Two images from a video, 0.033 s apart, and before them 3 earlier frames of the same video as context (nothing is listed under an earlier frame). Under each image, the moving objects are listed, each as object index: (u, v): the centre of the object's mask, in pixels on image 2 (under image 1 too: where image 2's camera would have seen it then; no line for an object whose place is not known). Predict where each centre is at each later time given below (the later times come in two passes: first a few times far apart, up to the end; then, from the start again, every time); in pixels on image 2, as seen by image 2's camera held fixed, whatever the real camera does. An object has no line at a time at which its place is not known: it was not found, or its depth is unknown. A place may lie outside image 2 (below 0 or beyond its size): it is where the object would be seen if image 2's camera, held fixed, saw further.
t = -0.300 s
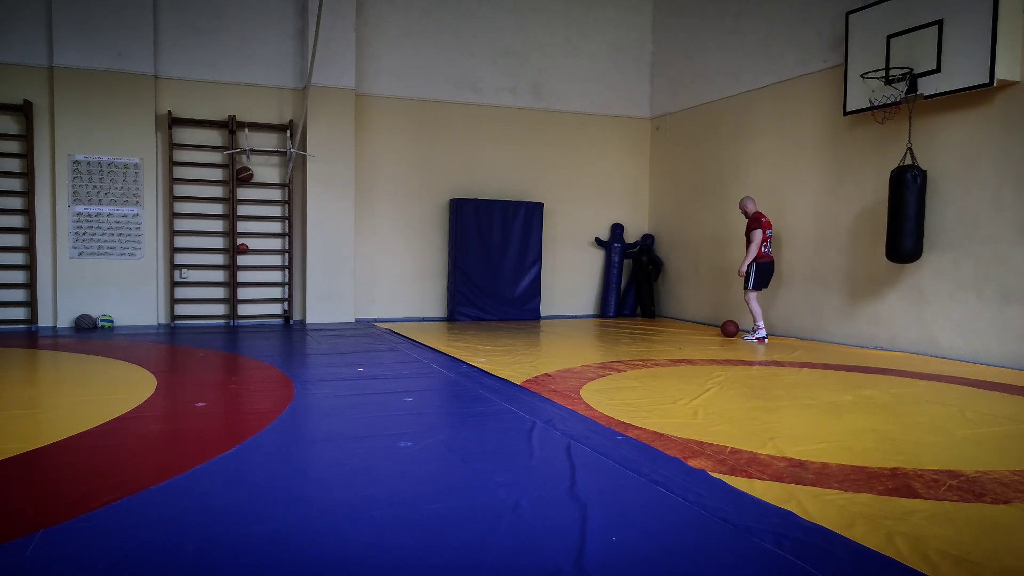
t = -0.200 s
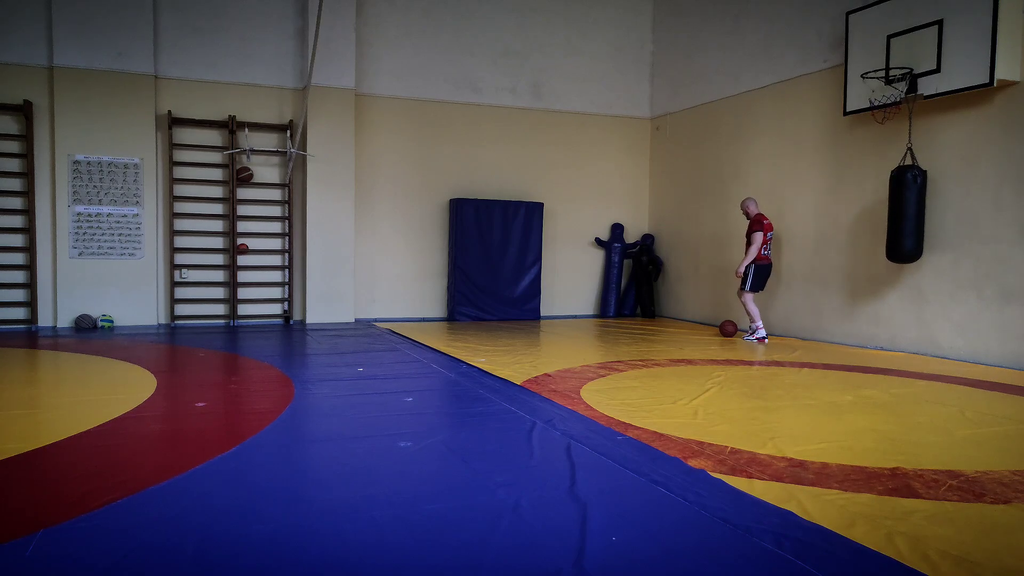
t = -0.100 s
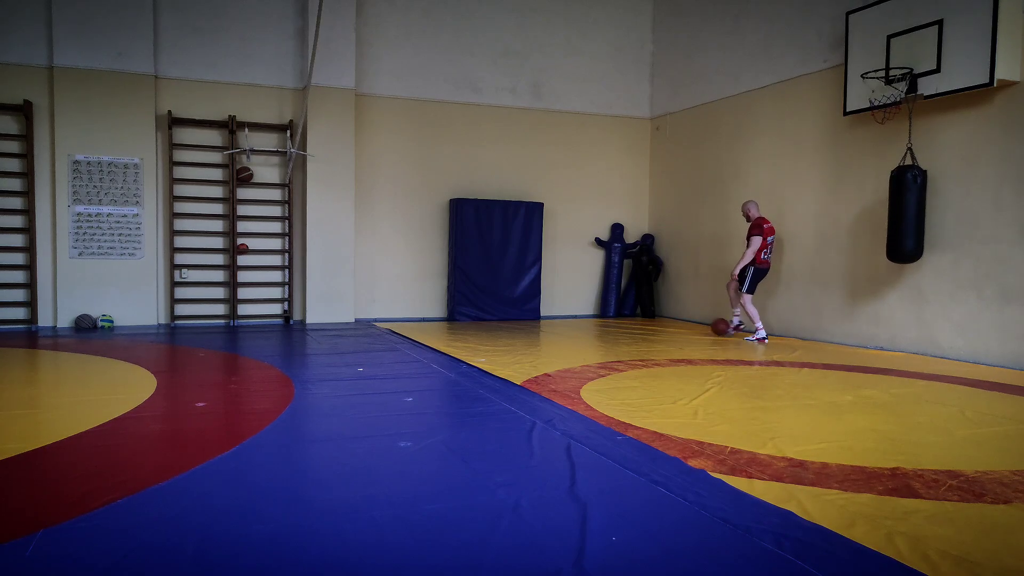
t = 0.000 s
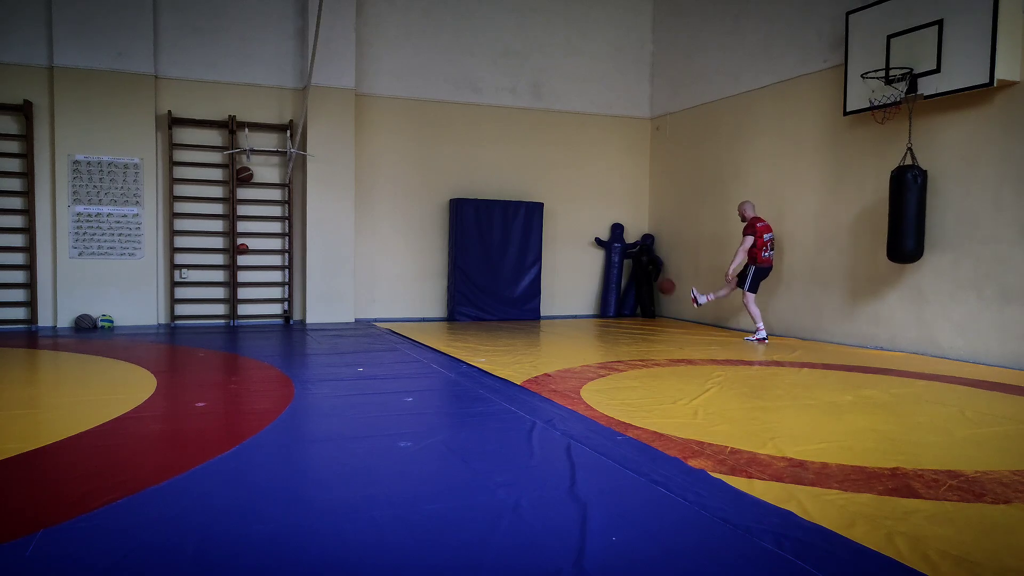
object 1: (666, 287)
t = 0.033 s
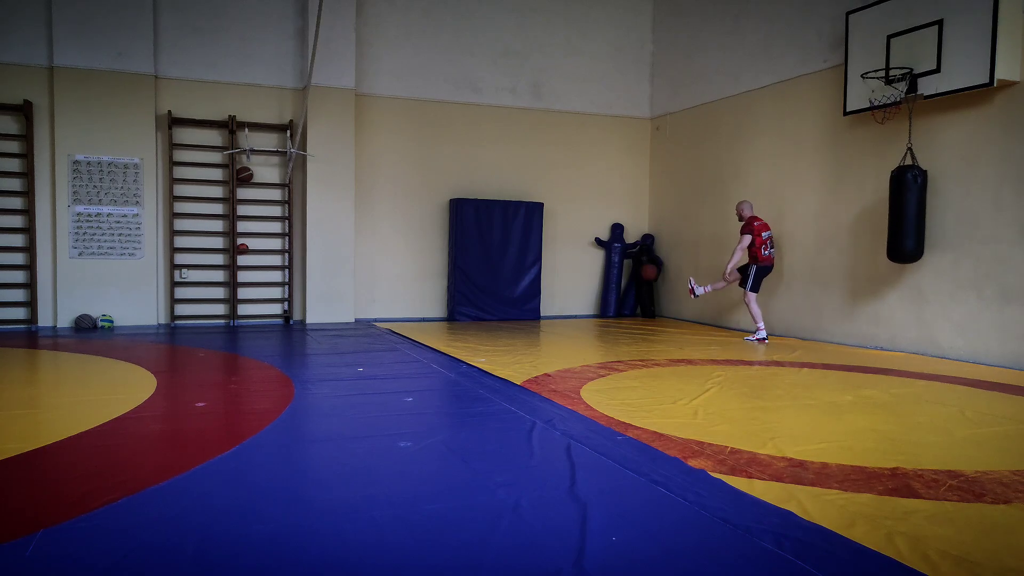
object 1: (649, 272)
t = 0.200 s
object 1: (568, 216)
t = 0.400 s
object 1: (482, 179)
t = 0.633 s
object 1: (446, 163)
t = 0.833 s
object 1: (424, 176)
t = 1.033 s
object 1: (397, 222)
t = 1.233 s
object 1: (361, 315)
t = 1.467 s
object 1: (334, 273)
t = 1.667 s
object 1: (312, 232)
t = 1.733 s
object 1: (304, 226)
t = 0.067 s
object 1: (632, 259)
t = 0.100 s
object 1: (615, 246)
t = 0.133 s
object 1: (599, 235)
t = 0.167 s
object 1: (583, 225)
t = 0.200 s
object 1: (568, 216)
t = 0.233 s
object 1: (553, 207)
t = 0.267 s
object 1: (538, 199)
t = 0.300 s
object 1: (523, 194)
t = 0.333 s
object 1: (509, 188)
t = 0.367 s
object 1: (495, 183)
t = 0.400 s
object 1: (482, 179)
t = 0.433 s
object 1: (468, 176)
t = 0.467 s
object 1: (461, 173)
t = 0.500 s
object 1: (458, 170)
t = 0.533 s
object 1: (455, 167)
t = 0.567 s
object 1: (452, 165)
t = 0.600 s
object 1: (449, 164)
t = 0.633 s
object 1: (446, 163)
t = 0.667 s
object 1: (443, 163)
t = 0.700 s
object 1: (439, 164)
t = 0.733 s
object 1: (436, 166)
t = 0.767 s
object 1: (432, 168)
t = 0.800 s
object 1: (428, 172)
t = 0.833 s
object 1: (424, 176)
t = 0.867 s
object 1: (420, 181)
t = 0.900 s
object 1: (416, 187)
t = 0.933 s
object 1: (411, 194)
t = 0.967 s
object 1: (406, 203)
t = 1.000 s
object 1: (402, 212)
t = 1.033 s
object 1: (397, 222)
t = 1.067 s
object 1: (391, 234)
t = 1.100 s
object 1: (386, 247)
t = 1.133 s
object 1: (380, 262)
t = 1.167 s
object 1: (374, 278)
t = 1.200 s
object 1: (368, 296)
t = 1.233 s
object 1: (361, 315)
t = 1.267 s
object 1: (354, 336)
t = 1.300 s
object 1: (350, 331)
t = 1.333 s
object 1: (348, 318)
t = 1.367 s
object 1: (344, 305)
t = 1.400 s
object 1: (341, 294)
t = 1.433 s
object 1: (338, 283)
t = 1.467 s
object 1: (334, 273)
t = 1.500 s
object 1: (331, 264)
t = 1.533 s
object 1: (327, 256)
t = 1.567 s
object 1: (324, 248)
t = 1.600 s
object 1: (320, 242)
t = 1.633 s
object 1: (316, 237)
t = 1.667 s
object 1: (312, 232)
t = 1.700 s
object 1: (308, 229)
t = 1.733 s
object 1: (304, 226)
